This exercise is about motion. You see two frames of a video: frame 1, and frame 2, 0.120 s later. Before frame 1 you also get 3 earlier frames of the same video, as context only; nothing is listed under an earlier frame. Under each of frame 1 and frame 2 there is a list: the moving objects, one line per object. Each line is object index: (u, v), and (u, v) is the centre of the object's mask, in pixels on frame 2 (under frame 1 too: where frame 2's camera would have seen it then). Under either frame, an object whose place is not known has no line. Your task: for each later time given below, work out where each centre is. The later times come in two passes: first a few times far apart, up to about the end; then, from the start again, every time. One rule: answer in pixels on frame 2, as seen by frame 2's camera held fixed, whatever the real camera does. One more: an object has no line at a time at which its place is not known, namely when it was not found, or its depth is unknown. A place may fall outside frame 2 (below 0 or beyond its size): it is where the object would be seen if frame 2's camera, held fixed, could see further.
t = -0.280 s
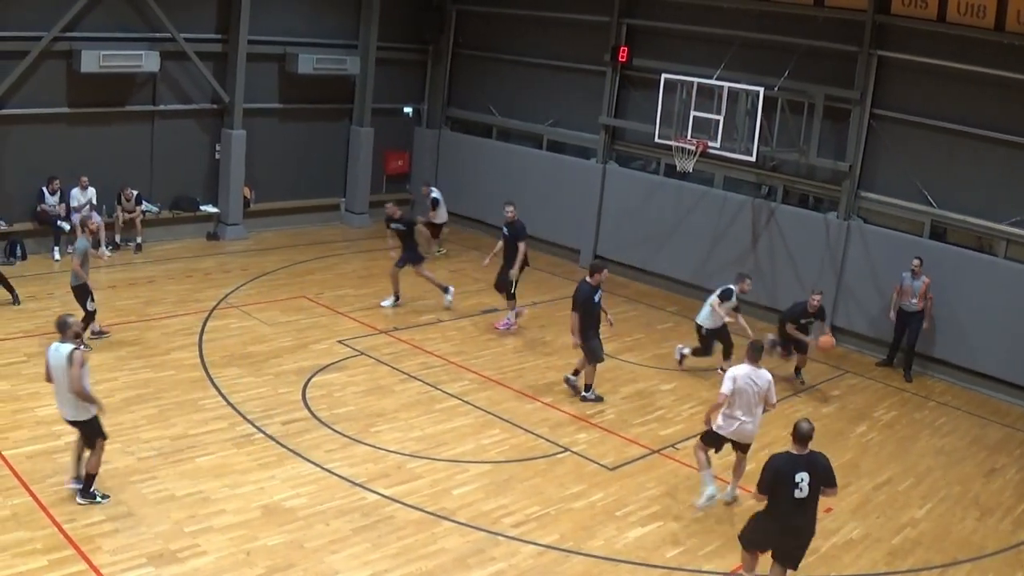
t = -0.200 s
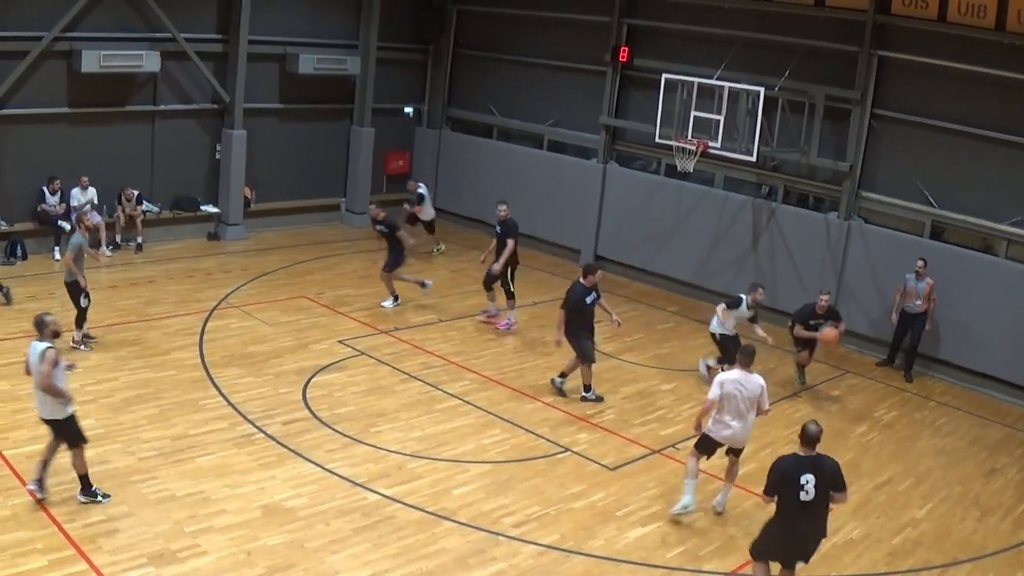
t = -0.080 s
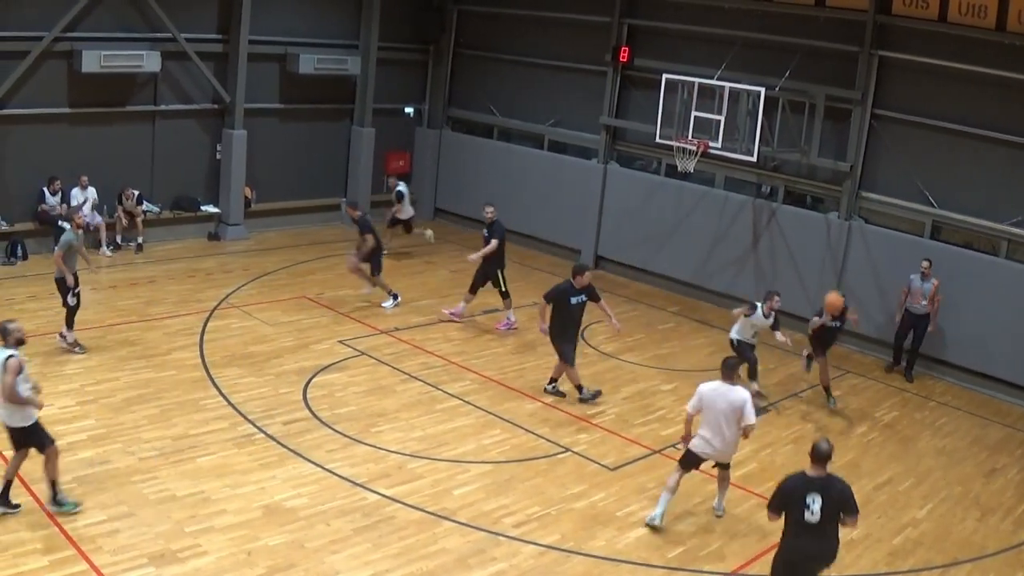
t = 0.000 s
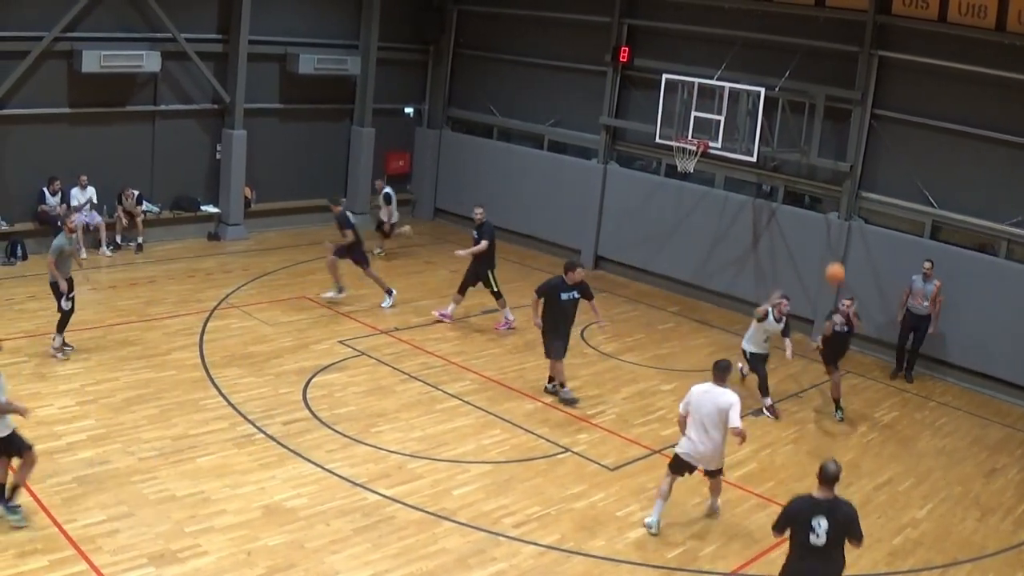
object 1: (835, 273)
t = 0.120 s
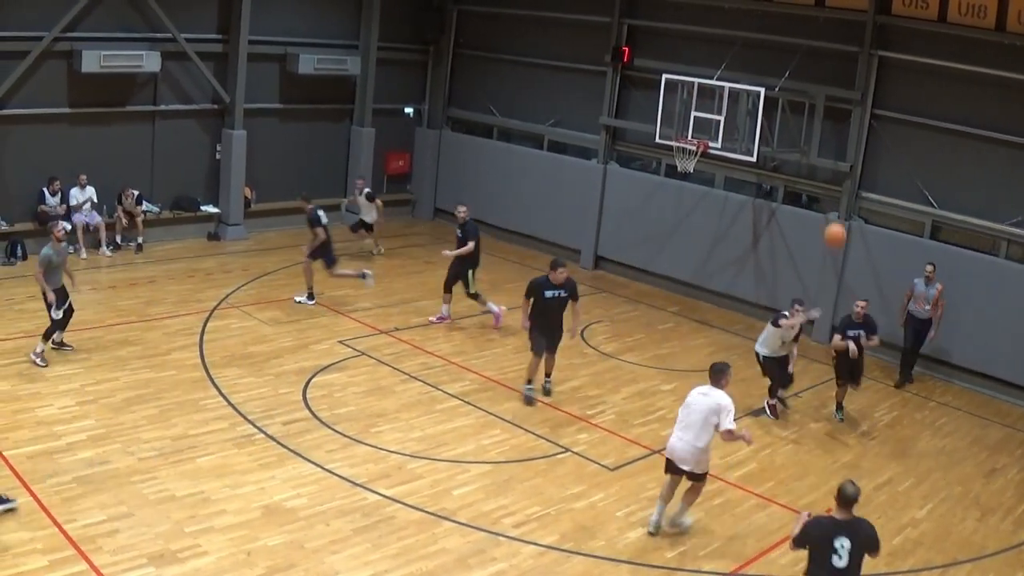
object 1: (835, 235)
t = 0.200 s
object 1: (833, 212)
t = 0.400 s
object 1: (820, 169)
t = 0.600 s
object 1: (790, 160)
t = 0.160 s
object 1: (834, 224)
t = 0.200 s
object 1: (833, 212)
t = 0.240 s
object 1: (832, 202)
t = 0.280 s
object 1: (830, 192)
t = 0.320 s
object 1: (827, 183)
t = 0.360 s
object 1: (824, 176)
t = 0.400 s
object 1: (820, 169)
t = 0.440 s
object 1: (816, 164)
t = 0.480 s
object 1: (811, 160)
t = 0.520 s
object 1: (805, 159)
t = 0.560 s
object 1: (798, 158)
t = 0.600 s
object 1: (790, 160)
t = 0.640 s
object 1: (781, 165)
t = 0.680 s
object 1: (771, 172)
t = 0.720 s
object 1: (759, 182)
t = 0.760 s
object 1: (745, 196)
